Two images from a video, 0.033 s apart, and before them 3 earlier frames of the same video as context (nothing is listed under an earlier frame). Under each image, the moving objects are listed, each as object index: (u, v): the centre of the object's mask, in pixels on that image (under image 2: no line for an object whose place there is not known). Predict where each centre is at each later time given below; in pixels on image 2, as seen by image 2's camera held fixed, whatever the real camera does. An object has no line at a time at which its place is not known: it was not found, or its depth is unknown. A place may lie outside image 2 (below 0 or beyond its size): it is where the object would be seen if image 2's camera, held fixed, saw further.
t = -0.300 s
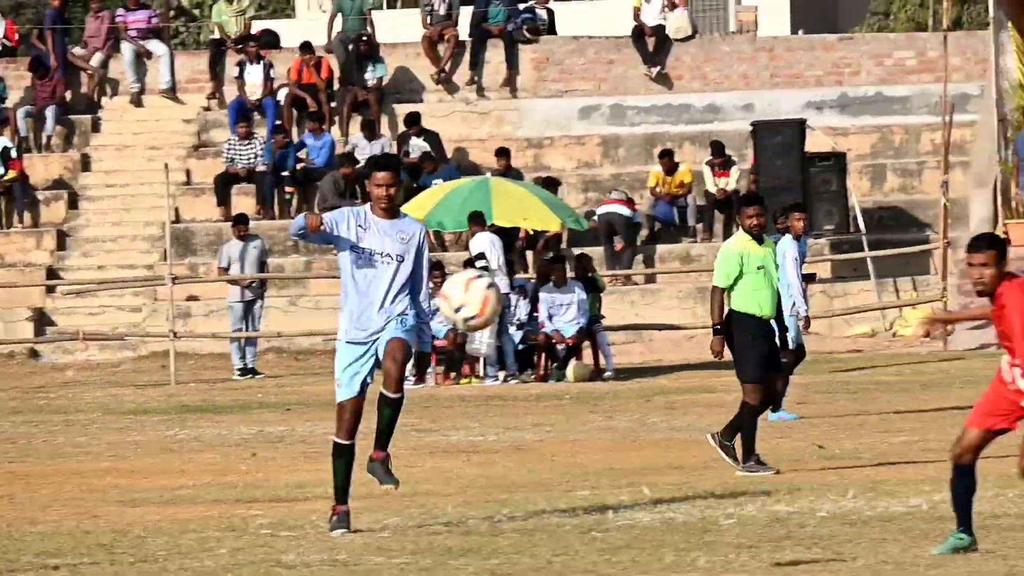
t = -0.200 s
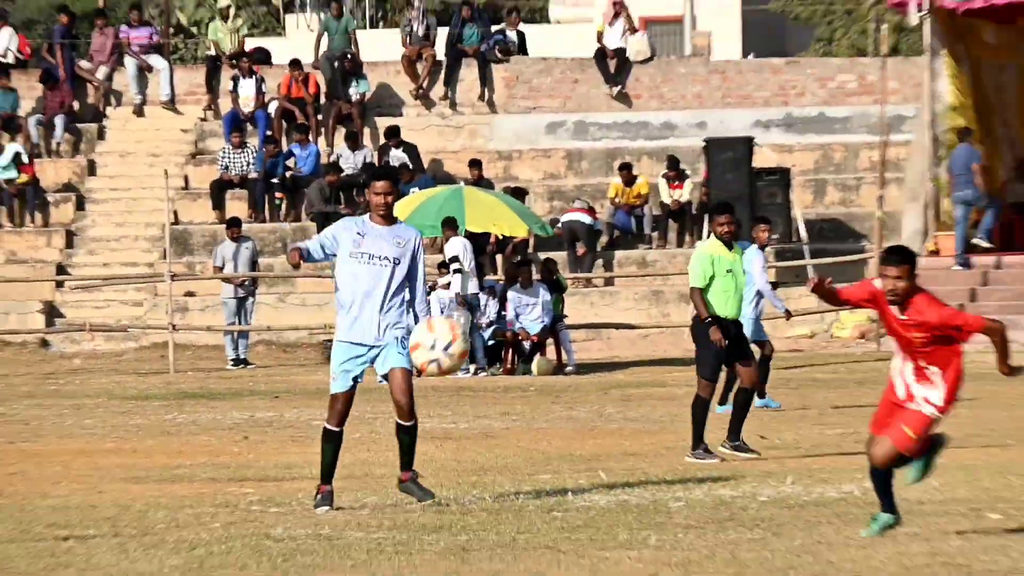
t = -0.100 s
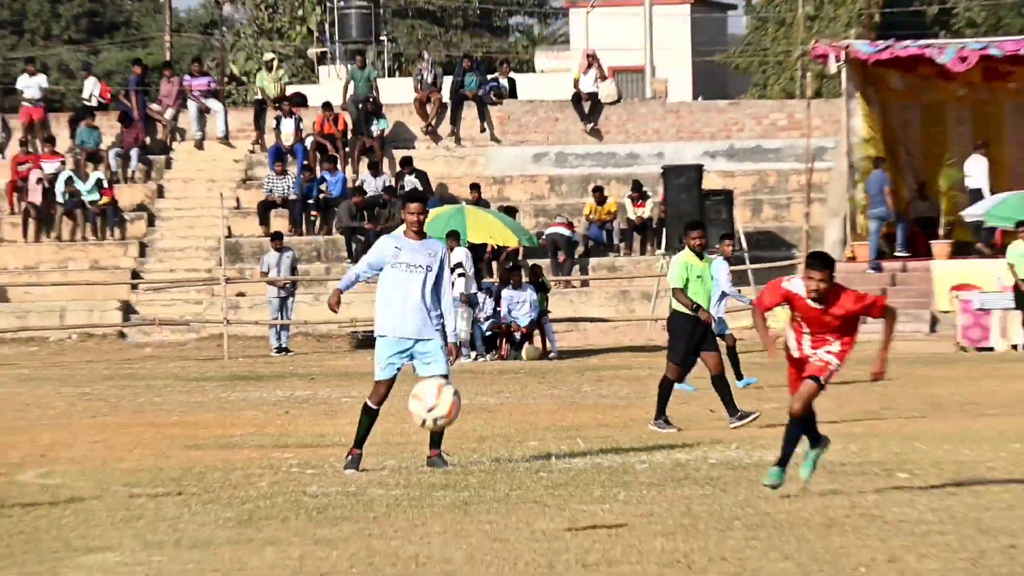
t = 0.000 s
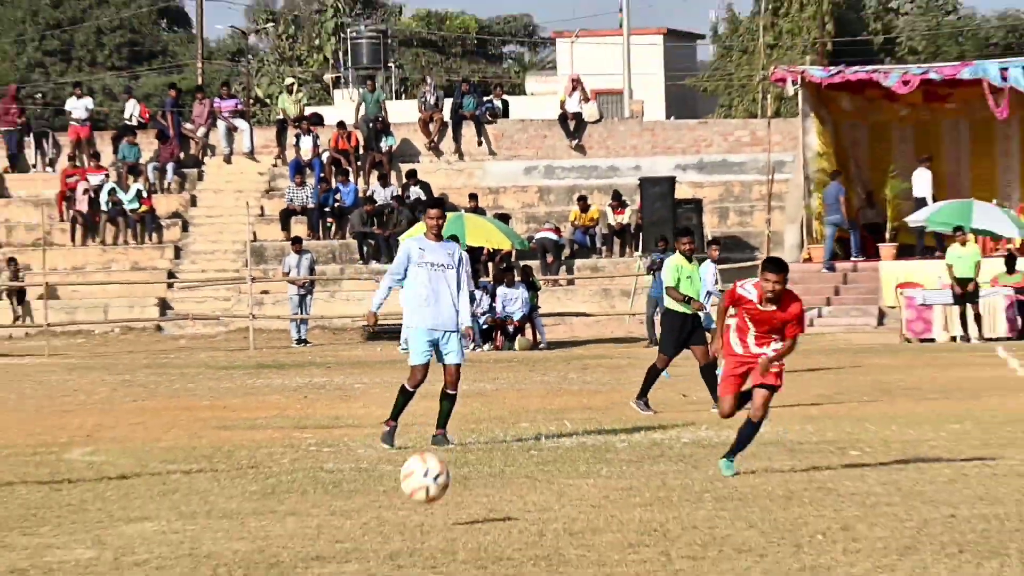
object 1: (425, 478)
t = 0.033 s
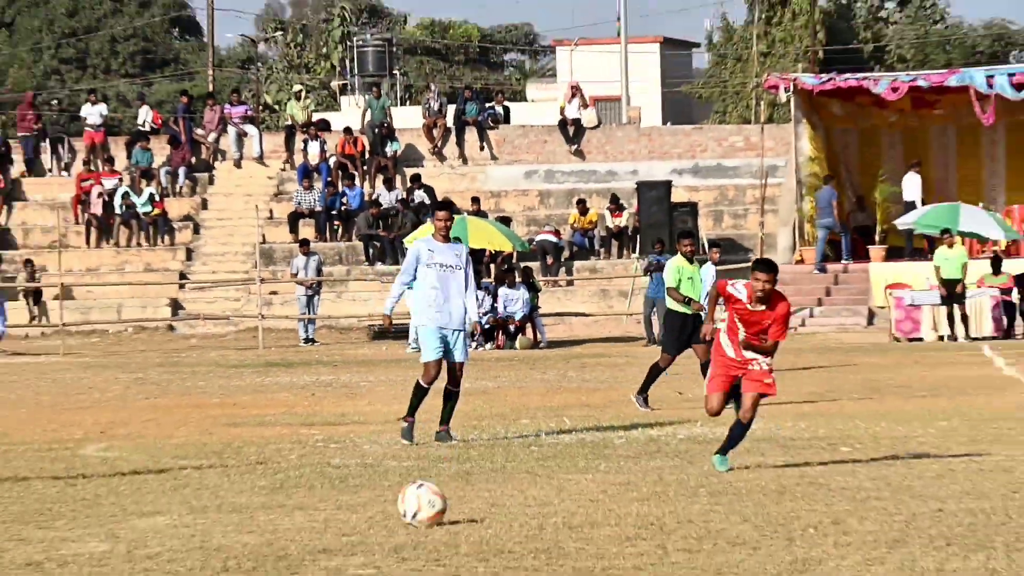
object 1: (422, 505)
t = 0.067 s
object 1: (410, 494)
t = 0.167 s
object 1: (373, 471)
